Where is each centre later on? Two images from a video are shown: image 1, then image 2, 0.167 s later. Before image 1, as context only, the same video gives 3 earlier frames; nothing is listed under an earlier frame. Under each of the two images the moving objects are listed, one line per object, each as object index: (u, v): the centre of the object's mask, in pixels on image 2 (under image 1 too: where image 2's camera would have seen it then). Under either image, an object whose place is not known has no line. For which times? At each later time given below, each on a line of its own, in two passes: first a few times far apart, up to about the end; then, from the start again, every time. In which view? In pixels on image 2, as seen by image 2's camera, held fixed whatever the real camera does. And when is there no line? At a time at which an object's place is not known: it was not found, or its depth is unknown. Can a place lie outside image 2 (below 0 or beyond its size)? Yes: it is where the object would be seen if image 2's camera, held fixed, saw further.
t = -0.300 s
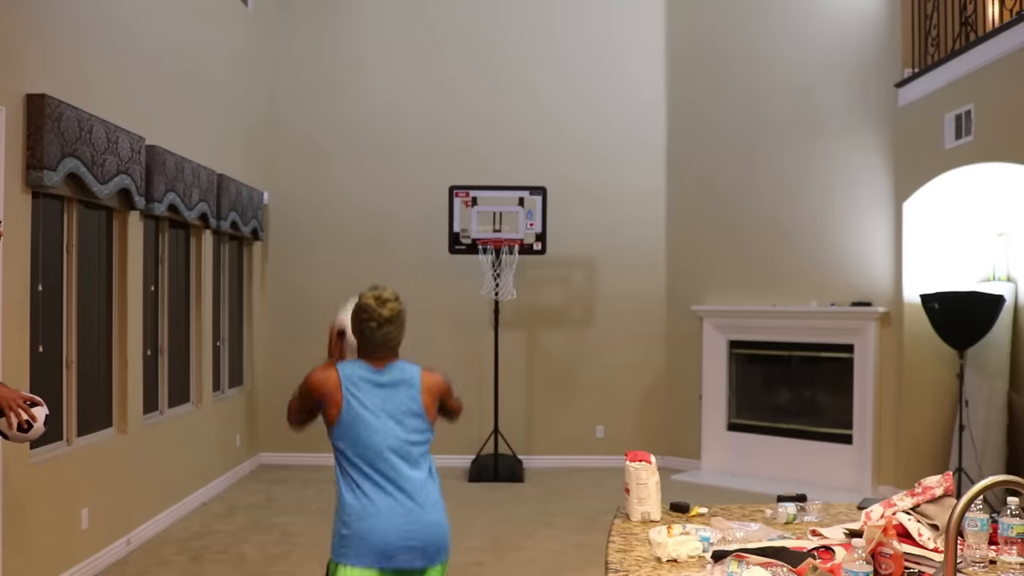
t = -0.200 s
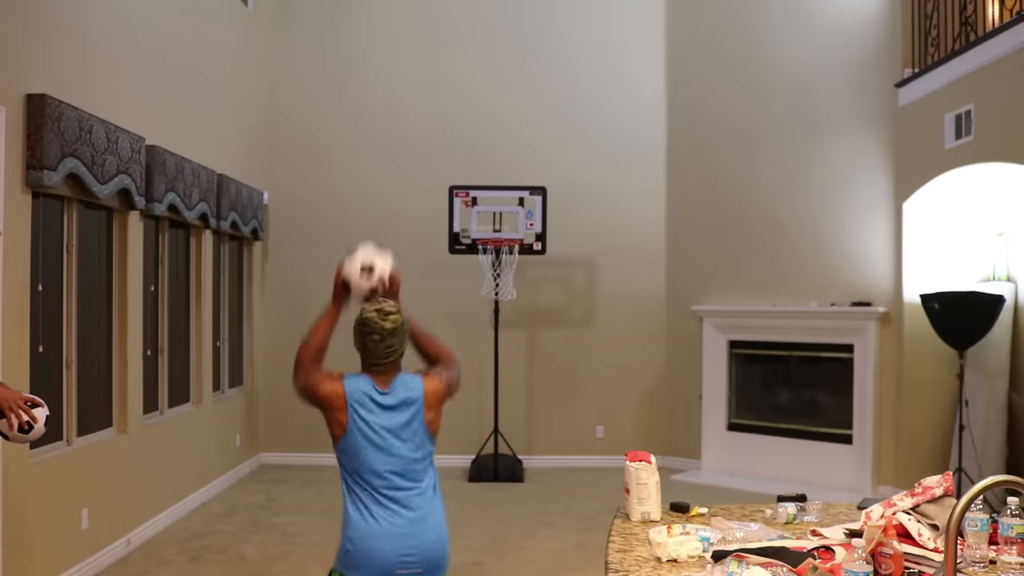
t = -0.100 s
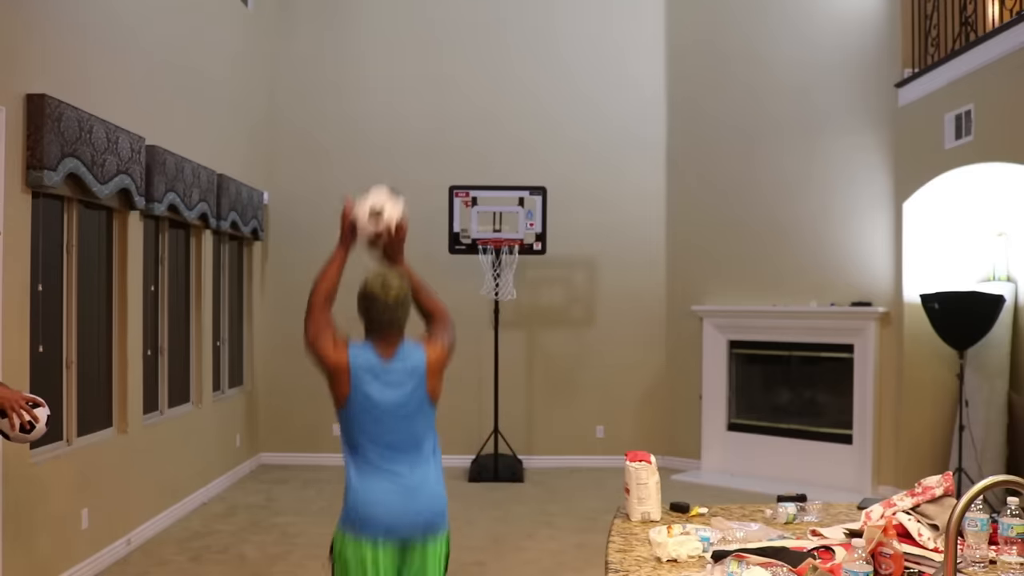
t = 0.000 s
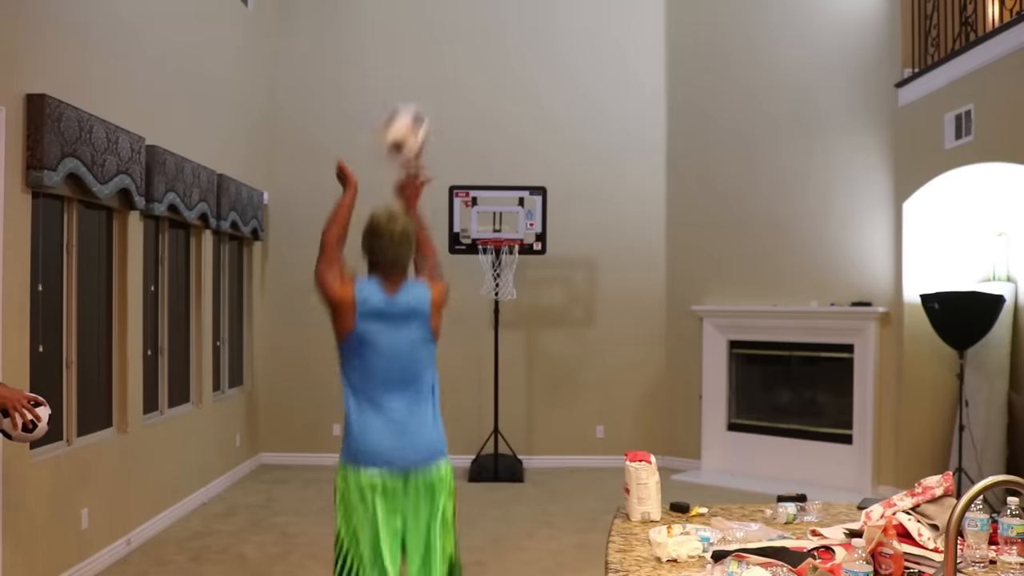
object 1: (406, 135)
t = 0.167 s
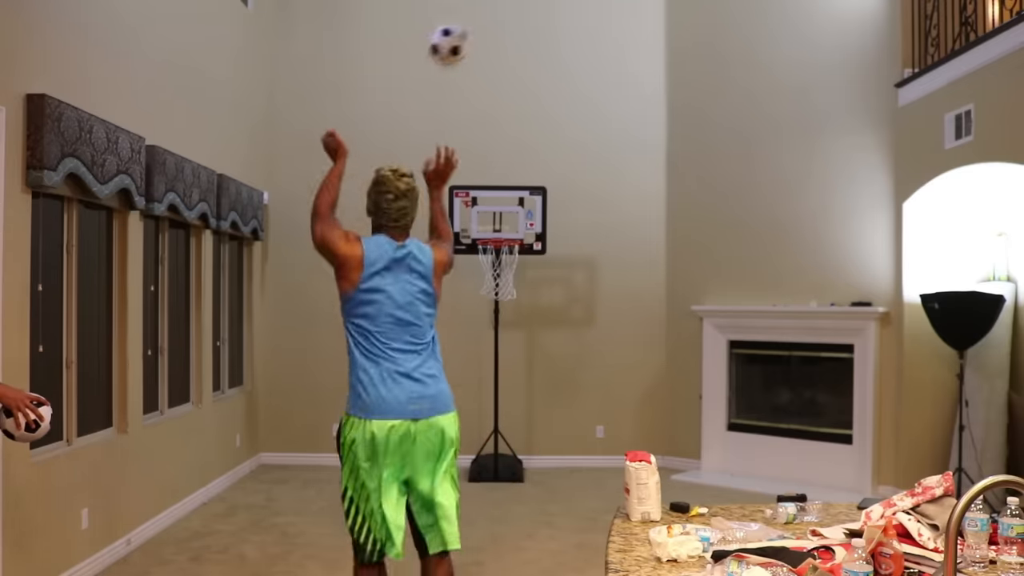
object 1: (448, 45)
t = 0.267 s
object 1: (468, 29)
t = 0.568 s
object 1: (506, 71)
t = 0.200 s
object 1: (454, 36)
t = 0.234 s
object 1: (461, 32)
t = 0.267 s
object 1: (468, 29)
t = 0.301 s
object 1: (474, 27)
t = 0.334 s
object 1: (478, 29)
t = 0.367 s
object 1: (482, 30)
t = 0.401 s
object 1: (488, 35)
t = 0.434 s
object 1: (492, 39)
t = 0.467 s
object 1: (496, 46)
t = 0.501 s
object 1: (500, 53)
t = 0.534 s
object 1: (503, 61)
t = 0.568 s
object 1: (506, 71)
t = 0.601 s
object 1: (510, 81)
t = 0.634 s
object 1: (513, 93)
